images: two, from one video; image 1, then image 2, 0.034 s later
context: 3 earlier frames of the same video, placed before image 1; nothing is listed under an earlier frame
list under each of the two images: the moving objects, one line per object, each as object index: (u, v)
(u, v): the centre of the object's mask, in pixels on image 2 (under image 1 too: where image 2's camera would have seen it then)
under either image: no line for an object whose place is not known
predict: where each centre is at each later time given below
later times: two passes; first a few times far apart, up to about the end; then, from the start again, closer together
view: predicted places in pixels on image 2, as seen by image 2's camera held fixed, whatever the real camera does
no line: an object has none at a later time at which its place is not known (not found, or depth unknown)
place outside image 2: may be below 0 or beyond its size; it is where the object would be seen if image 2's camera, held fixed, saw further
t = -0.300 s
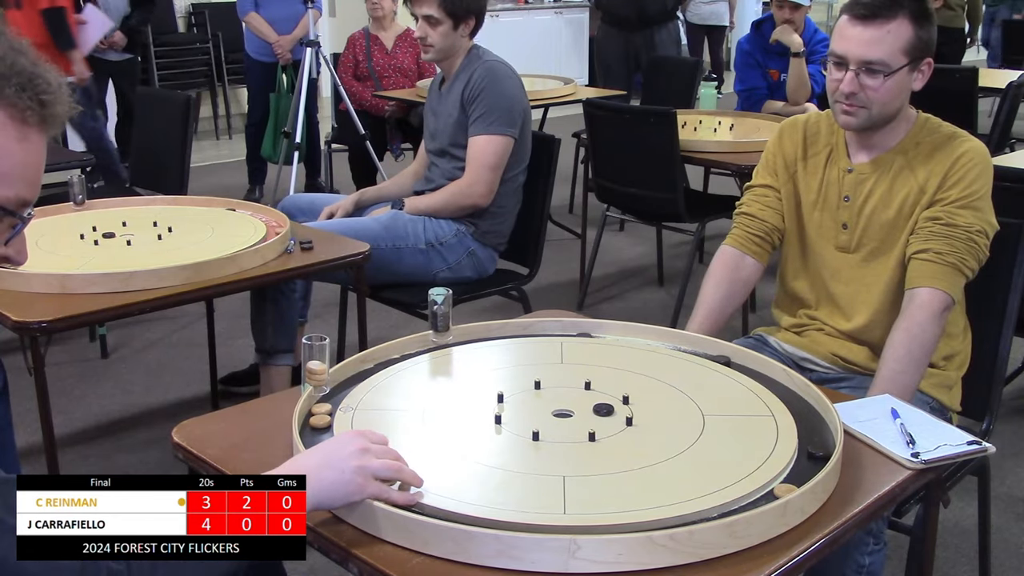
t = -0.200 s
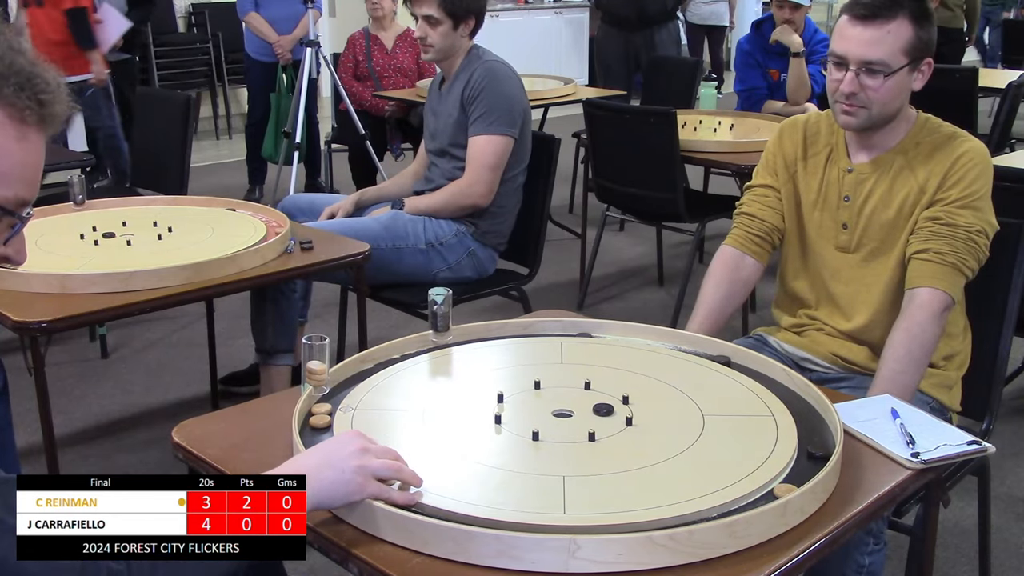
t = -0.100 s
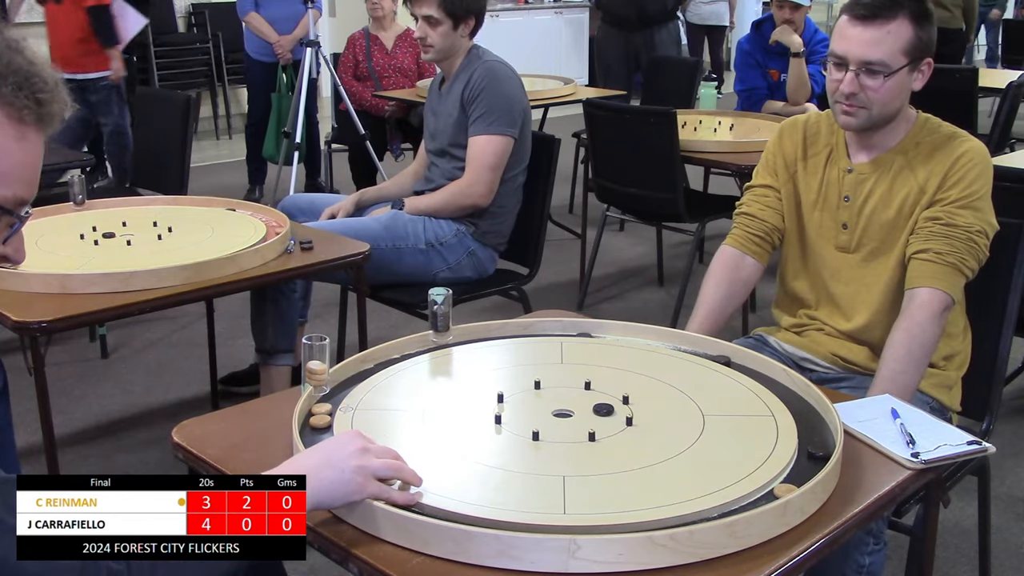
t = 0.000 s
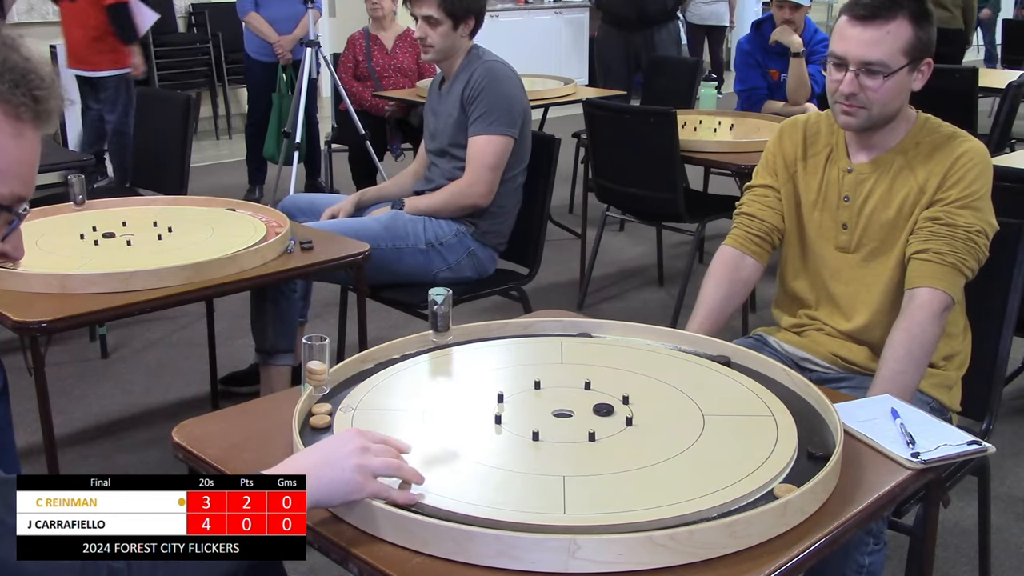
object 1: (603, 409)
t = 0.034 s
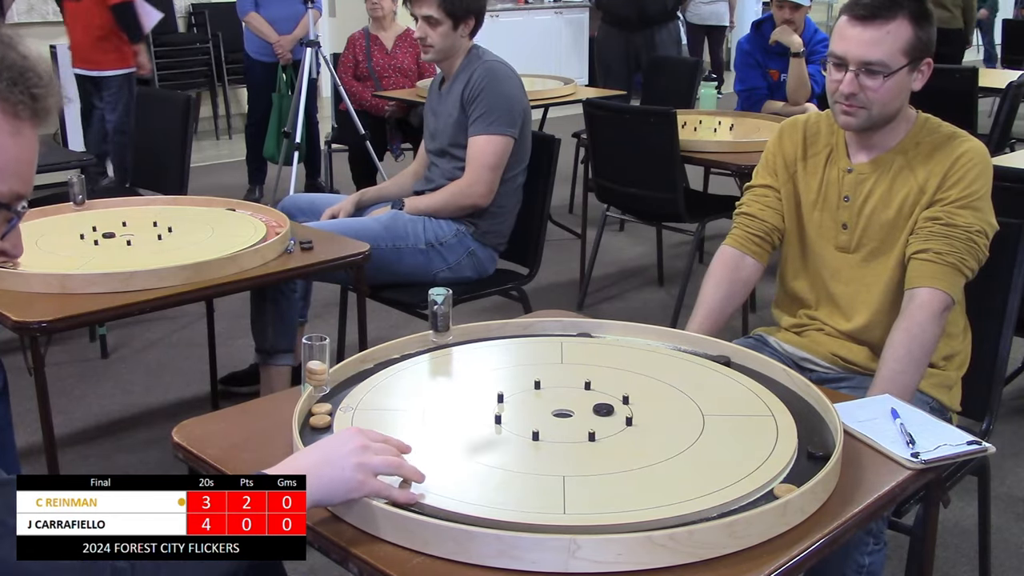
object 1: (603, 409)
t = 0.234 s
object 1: (708, 399)
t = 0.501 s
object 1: (791, 399)
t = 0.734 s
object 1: (791, 398)
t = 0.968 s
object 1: (791, 397)
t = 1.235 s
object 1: (790, 397)
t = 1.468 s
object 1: (791, 397)
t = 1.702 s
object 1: (791, 397)
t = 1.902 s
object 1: (791, 397)
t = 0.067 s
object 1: (603, 409)
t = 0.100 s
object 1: (603, 409)
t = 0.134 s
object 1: (611, 409)
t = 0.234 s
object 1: (708, 399)
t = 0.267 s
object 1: (736, 397)
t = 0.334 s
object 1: (788, 395)
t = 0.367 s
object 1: (791, 399)
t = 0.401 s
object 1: (786, 397)
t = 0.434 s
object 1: (788, 400)
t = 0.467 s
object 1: (791, 401)
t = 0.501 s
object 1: (791, 399)
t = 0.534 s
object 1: (792, 398)
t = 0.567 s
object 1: (792, 398)
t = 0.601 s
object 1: (792, 398)
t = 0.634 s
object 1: (792, 398)
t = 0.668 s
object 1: (792, 398)
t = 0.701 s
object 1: (791, 398)
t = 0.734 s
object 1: (791, 398)
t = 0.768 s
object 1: (791, 398)
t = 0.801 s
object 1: (791, 398)
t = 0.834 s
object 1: (791, 397)
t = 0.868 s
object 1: (791, 397)
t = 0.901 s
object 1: (791, 397)
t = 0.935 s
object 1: (791, 397)
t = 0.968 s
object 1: (791, 397)
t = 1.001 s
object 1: (791, 397)
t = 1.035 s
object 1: (791, 397)
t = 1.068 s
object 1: (790, 397)
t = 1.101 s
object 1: (790, 397)
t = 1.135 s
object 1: (790, 397)
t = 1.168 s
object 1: (790, 397)
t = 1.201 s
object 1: (790, 397)
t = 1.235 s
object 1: (790, 397)
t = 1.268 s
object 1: (790, 397)
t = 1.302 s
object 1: (791, 397)
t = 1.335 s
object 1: (791, 397)
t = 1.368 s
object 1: (791, 397)
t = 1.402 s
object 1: (791, 397)
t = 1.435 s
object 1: (791, 397)
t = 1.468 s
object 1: (791, 397)
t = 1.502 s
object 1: (791, 397)
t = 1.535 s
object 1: (791, 397)
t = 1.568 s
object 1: (791, 397)
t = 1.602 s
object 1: (791, 397)
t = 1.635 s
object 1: (791, 397)
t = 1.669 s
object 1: (791, 397)
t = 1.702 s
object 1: (791, 397)
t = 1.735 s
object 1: (791, 397)
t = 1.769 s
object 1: (791, 397)
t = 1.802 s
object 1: (791, 397)
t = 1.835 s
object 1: (791, 397)
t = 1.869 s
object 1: (791, 397)
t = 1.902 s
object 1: (791, 397)
